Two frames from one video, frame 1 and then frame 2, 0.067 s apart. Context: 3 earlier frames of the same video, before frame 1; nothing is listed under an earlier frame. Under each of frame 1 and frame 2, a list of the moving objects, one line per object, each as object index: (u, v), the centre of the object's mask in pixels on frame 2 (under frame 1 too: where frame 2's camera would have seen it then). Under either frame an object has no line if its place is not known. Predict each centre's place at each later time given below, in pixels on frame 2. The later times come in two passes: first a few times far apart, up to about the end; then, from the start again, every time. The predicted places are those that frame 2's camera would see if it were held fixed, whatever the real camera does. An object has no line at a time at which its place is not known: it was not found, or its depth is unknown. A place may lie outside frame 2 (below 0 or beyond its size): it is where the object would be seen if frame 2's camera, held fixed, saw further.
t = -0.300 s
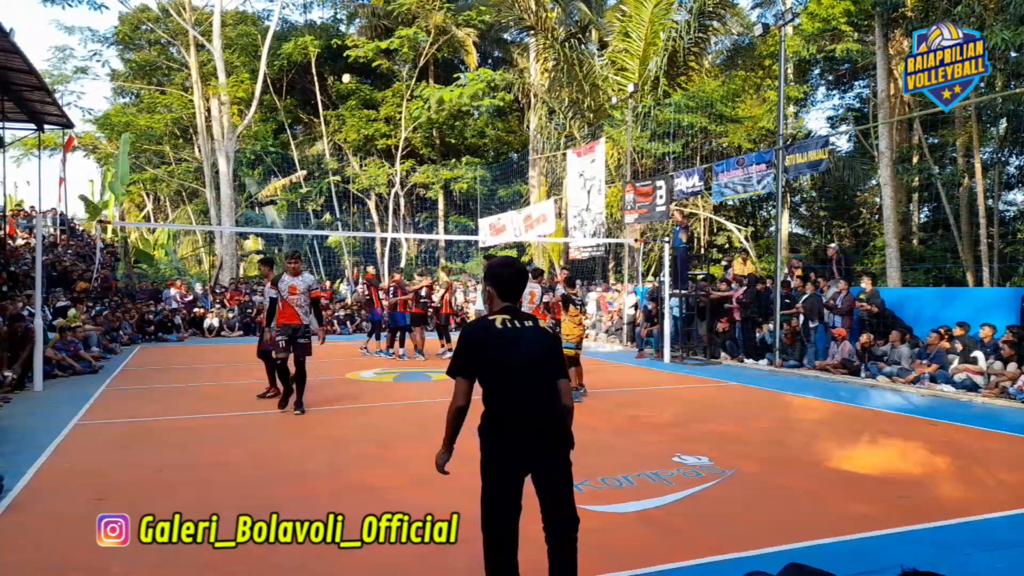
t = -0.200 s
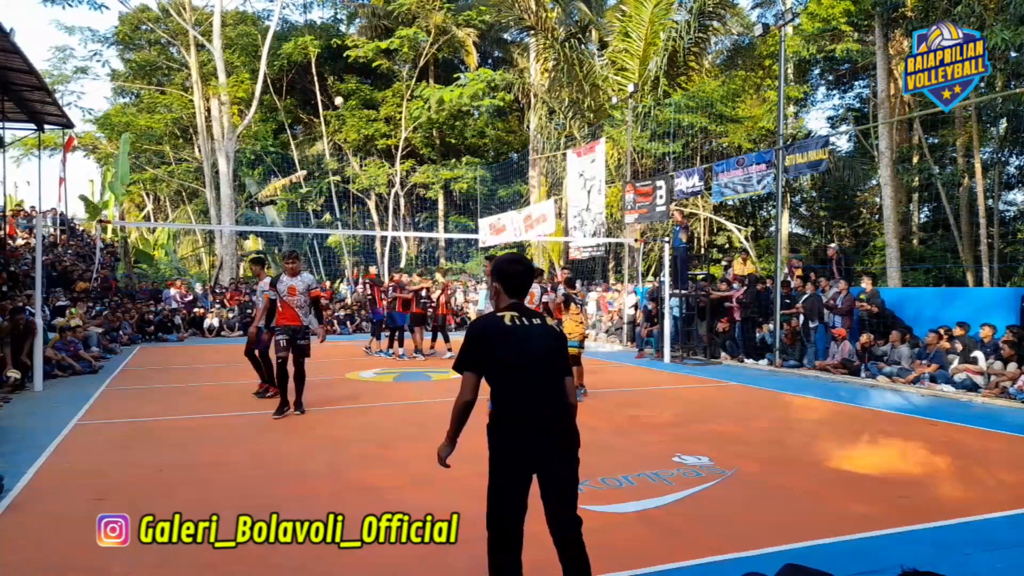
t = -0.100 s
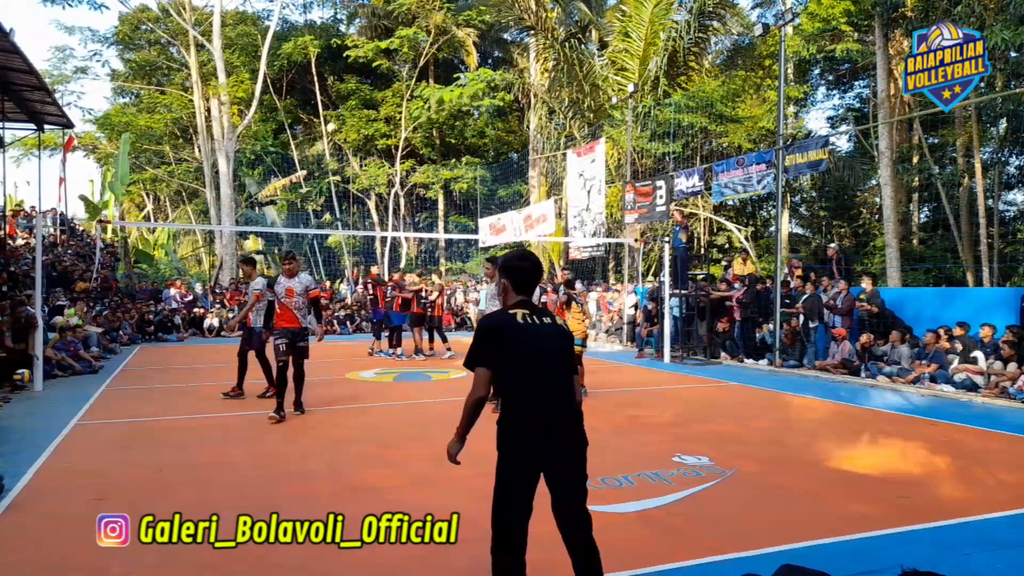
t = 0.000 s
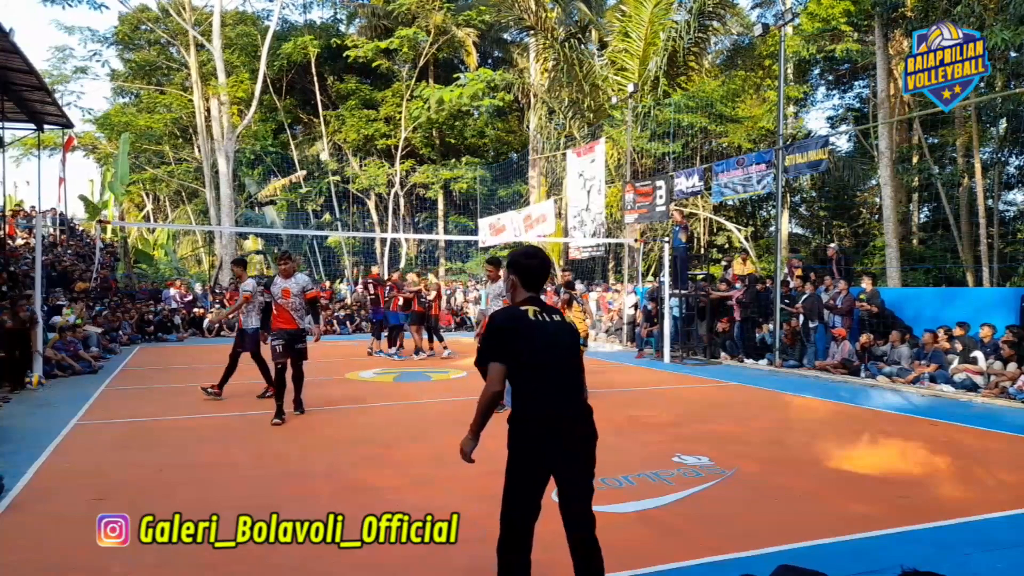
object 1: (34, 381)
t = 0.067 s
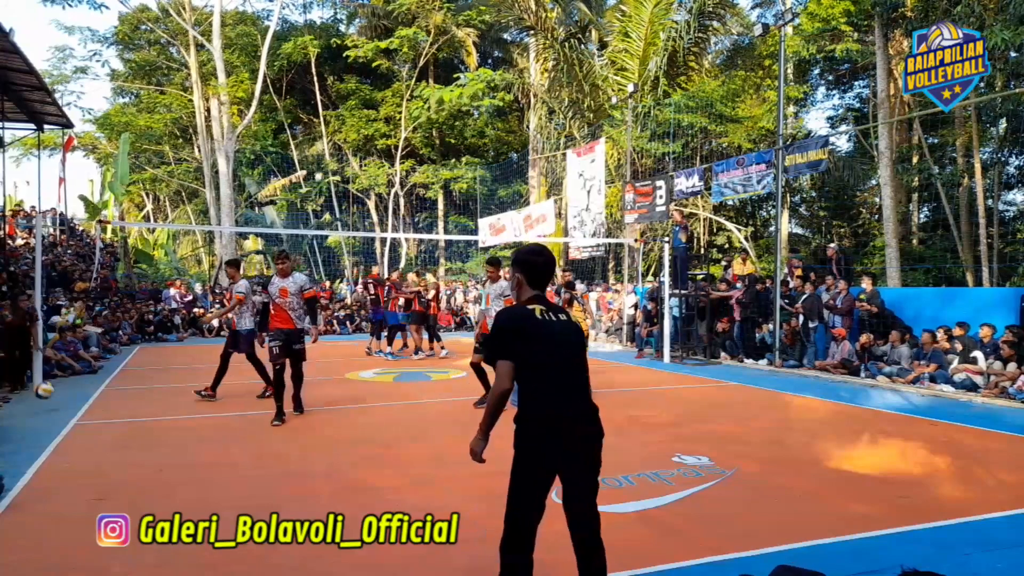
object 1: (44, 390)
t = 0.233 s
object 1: (67, 407)
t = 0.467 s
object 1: (99, 417)
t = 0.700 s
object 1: (138, 435)
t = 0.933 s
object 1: (187, 478)
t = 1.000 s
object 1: (203, 477)
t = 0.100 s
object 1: (49, 396)
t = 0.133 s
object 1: (54, 404)
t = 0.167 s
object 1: (59, 412)
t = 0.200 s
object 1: (63, 409)
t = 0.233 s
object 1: (67, 407)
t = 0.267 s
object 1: (71, 404)
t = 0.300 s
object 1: (75, 404)
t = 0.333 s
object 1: (80, 404)
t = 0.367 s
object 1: (85, 405)
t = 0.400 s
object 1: (89, 408)
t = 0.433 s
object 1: (93, 412)
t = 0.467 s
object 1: (99, 417)
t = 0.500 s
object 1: (103, 423)
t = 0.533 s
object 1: (109, 432)
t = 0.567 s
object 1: (114, 441)
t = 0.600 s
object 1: (119, 440)
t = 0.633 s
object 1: (125, 437)
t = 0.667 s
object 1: (131, 435)
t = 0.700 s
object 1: (138, 435)
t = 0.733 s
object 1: (143, 436)
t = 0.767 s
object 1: (150, 439)
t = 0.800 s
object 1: (157, 443)
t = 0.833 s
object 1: (164, 449)
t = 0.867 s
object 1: (171, 457)
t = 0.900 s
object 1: (179, 466)
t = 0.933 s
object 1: (187, 478)
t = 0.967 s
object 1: (195, 480)
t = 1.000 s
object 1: (203, 477)
